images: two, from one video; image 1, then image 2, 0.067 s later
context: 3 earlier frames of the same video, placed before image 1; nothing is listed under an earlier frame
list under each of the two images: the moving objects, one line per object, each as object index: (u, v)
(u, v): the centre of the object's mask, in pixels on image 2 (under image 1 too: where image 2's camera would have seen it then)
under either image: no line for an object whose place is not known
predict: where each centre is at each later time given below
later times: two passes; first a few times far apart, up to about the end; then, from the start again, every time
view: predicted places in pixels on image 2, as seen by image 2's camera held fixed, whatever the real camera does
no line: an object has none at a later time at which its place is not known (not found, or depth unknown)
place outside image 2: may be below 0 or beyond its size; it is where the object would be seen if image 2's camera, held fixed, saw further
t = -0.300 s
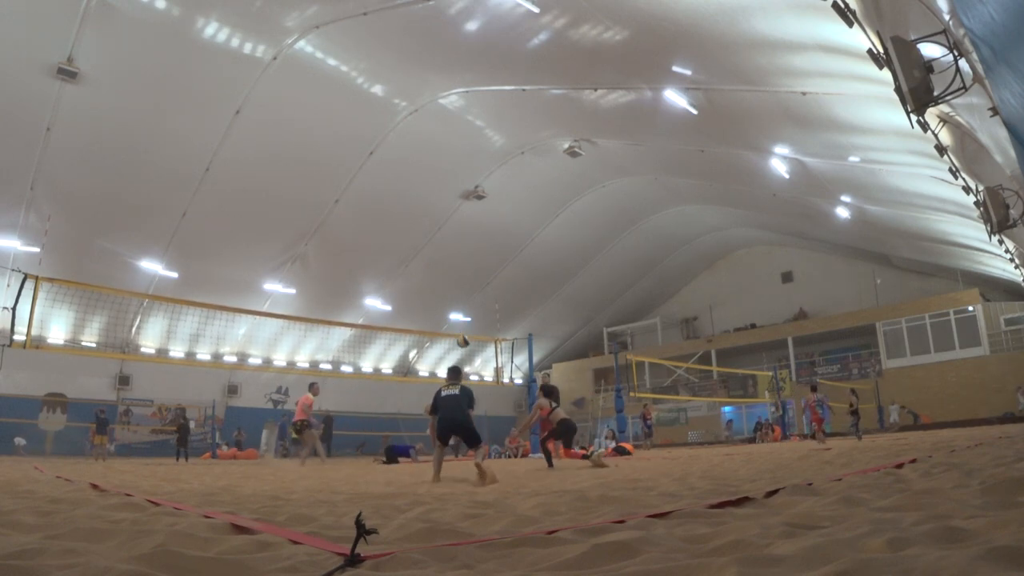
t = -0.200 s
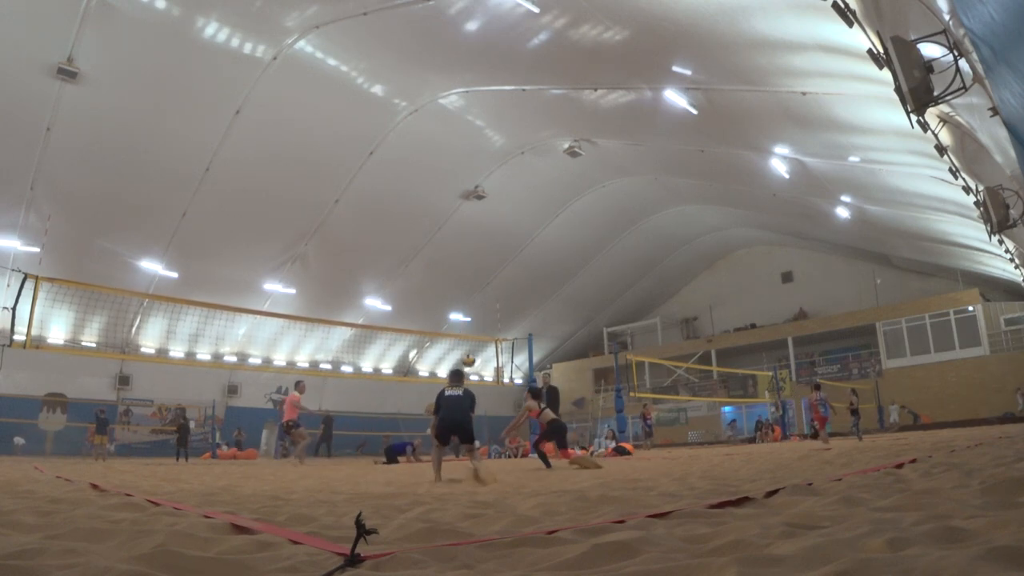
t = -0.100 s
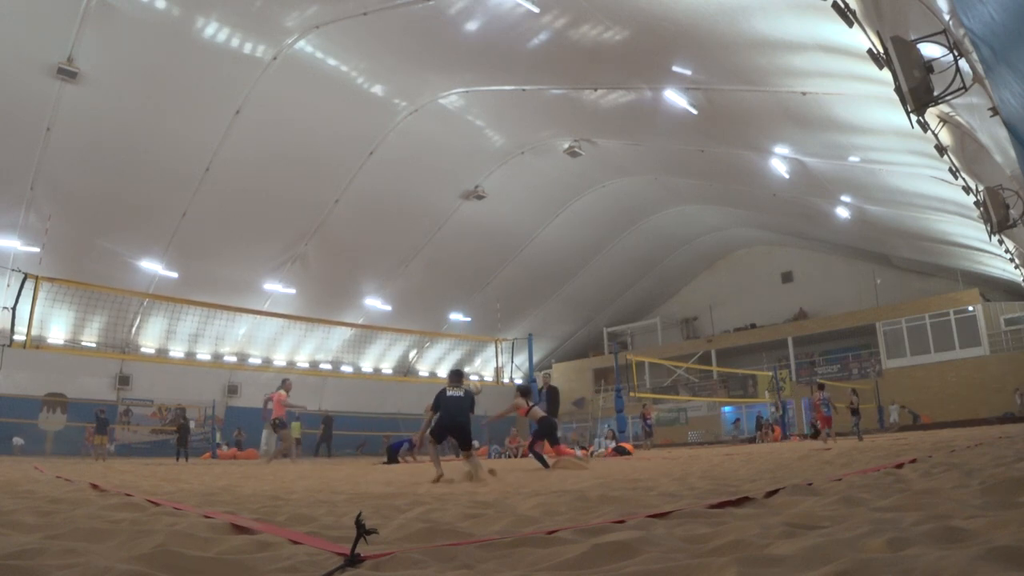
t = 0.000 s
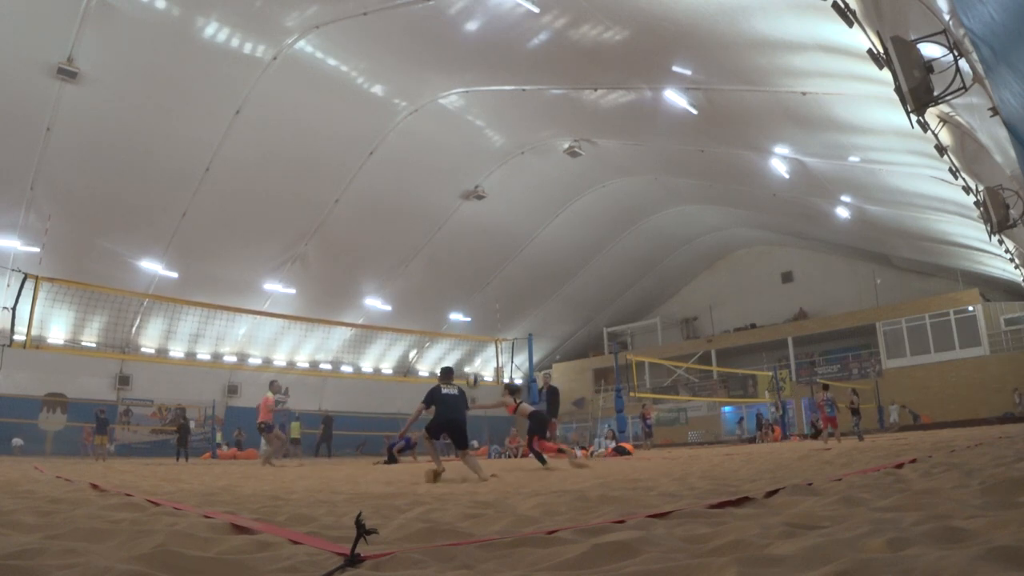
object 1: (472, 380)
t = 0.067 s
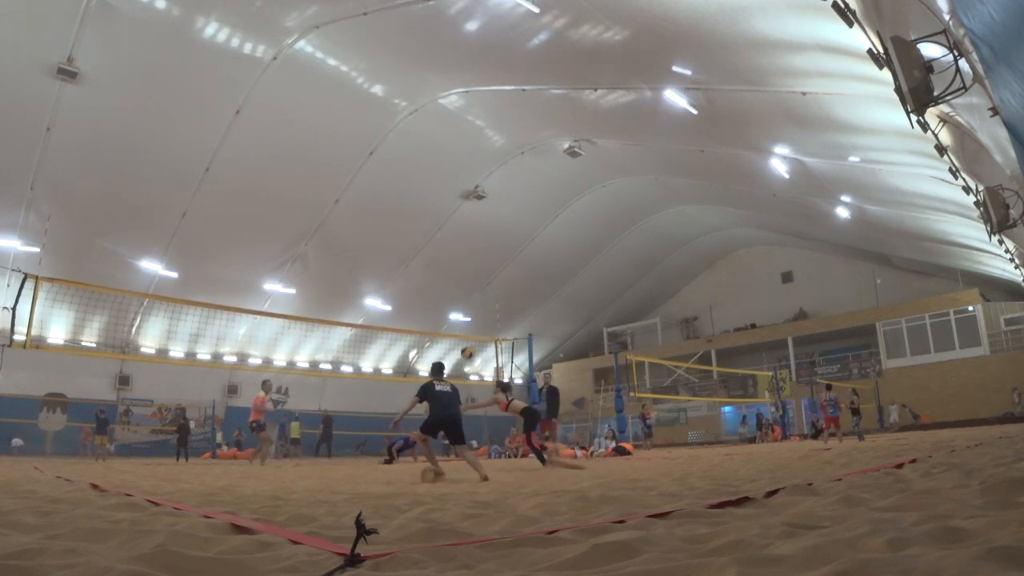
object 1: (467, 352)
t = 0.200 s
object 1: (456, 300)
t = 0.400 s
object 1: (440, 247)
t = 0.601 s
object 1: (425, 218)
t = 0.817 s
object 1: (407, 215)
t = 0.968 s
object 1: (394, 229)
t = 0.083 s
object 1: (466, 345)
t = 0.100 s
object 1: (465, 339)
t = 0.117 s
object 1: (463, 332)
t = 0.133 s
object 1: (462, 326)
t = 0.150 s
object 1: (460, 320)
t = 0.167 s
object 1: (459, 312)
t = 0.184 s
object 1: (458, 305)
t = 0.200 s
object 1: (456, 300)
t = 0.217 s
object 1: (455, 296)
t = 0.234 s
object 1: (453, 291)
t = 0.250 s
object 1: (452, 285)
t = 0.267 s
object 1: (450, 281)
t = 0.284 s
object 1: (449, 276)
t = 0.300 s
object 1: (448, 272)
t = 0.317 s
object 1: (447, 267)
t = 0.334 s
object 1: (446, 263)
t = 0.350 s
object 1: (444, 258)
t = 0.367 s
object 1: (443, 254)
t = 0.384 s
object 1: (441, 251)
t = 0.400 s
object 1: (440, 247)
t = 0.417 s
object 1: (439, 244)
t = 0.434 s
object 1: (438, 240)
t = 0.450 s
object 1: (436, 237)
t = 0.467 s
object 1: (435, 235)
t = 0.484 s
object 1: (433, 232)
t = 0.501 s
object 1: (432, 229)
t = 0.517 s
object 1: (431, 227)
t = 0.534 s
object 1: (430, 224)
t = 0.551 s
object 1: (428, 223)
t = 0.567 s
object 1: (427, 221)
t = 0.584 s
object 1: (426, 220)
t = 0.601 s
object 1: (425, 218)
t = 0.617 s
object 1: (423, 217)
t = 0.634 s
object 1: (422, 215)
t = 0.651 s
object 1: (421, 214)
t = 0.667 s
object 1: (420, 214)
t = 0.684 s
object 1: (418, 213)
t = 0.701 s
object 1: (417, 212)
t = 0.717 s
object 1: (415, 212)
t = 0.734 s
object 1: (414, 212)
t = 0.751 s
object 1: (413, 212)
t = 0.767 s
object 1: (411, 212)
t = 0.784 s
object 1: (410, 213)
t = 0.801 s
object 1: (409, 213)
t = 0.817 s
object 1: (407, 215)
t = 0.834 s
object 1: (406, 215)
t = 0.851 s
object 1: (404, 216)
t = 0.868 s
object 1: (403, 218)
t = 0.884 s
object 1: (402, 219)
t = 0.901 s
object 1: (401, 220)
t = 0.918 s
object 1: (399, 222)
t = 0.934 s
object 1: (398, 224)
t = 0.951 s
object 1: (396, 227)
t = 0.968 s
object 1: (394, 229)
